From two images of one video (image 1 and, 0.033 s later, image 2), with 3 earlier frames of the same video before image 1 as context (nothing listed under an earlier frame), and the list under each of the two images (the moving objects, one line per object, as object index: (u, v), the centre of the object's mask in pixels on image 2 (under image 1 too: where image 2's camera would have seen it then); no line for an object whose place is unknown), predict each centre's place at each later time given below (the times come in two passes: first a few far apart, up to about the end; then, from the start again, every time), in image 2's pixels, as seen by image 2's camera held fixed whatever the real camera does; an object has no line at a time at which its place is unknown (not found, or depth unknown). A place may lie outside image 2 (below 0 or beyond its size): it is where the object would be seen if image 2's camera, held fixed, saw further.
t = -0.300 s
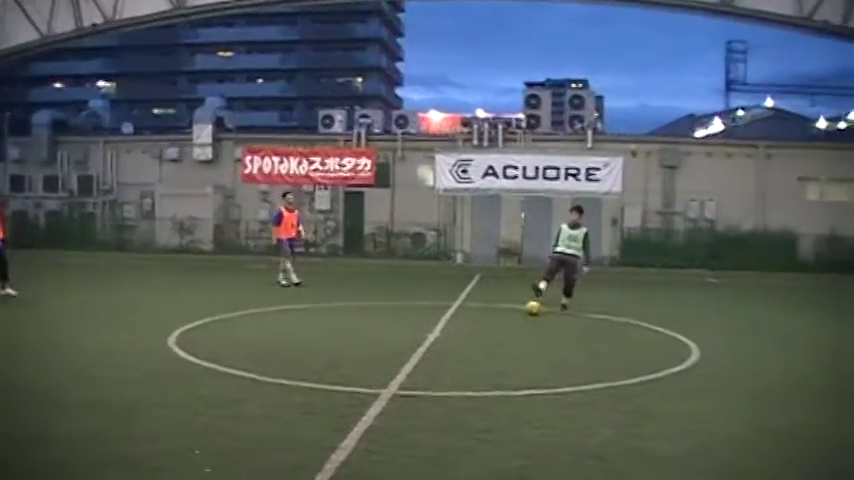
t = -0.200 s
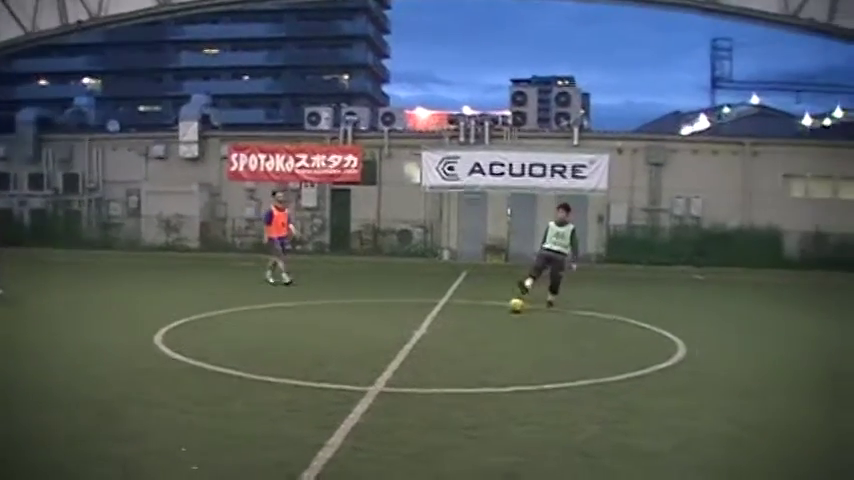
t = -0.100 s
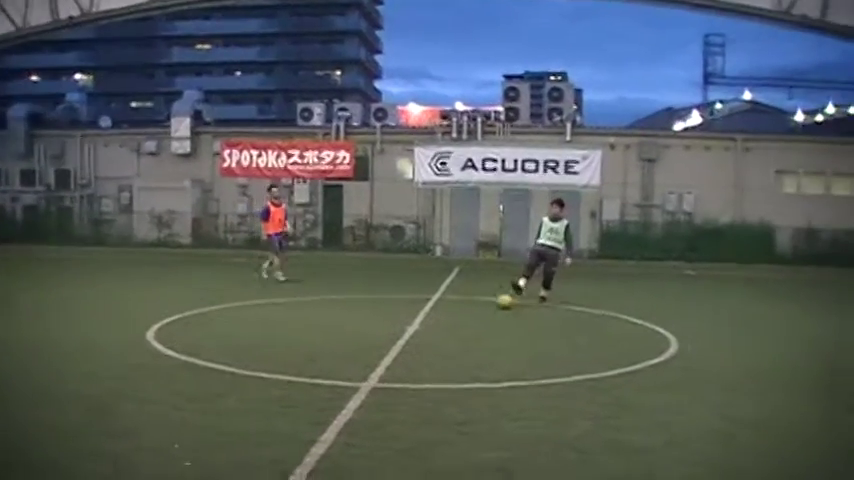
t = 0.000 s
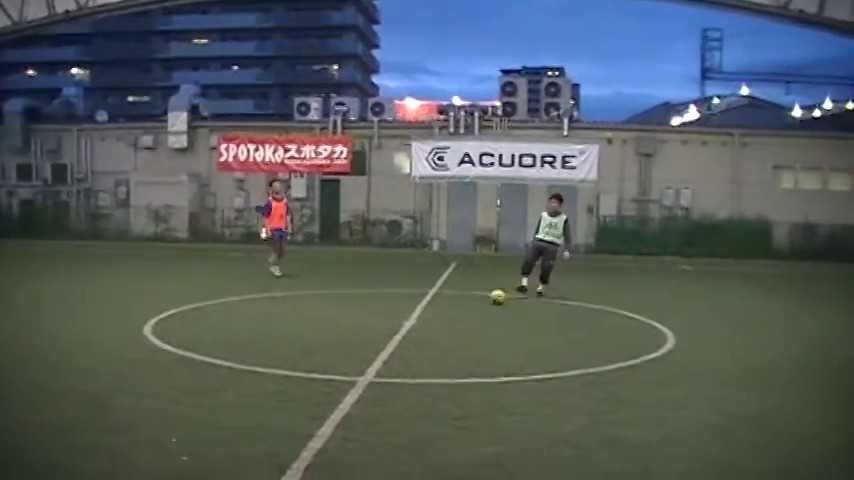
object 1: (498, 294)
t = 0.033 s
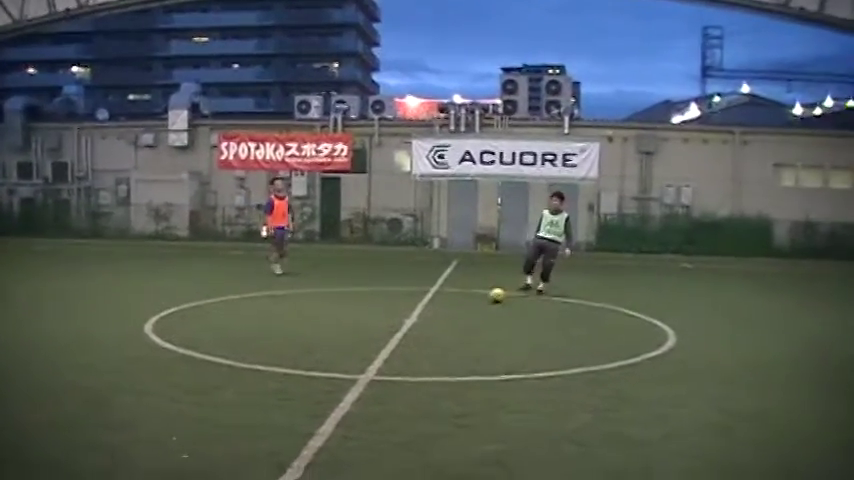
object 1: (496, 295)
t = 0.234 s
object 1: (490, 296)
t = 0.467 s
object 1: (484, 297)
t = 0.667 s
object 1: (478, 299)
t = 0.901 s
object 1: (471, 299)
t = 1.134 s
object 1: (466, 301)
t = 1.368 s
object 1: (462, 302)
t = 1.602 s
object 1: (459, 303)
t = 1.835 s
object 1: (456, 304)
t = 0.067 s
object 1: (495, 295)
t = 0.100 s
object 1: (494, 295)
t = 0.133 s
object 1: (493, 295)
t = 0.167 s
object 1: (492, 295)
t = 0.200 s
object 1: (492, 295)
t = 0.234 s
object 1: (490, 296)
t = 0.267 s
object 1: (490, 296)
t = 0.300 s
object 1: (489, 296)
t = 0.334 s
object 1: (488, 296)
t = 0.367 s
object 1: (487, 297)
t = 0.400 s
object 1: (485, 297)
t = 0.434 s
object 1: (485, 297)
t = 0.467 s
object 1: (484, 297)
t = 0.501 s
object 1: (482, 297)
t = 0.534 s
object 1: (481, 298)
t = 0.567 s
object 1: (481, 298)
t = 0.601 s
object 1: (480, 298)
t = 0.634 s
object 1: (479, 298)
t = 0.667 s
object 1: (478, 299)
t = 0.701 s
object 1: (478, 299)
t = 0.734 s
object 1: (476, 299)
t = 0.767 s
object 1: (475, 299)
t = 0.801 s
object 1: (474, 300)
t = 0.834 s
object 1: (473, 299)
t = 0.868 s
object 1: (472, 299)
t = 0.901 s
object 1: (471, 299)
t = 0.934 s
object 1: (471, 300)
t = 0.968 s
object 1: (470, 300)
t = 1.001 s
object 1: (470, 300)
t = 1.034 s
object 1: (469, 300)
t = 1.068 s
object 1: (467, 300)
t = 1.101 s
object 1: (467, 301)
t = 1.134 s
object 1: (466, 301)
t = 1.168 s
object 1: (466, 301)
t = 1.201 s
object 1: (465, 301)
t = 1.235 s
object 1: (464, 301)
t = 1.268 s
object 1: (464, 301)
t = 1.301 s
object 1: (463, 301)
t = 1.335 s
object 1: (462, 301)
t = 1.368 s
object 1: (462, 302)
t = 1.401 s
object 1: (462, 301)
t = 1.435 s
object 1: (461, 302)
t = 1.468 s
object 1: (461, 302)
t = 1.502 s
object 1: (461, 302)
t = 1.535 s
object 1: (460, 302)
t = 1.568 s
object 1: (459, 303)
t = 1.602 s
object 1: (459, 303)
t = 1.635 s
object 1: (458, 304)
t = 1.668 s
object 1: (458, 304)
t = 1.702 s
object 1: (458, 304)
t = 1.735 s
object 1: (457, 304)
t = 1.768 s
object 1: (457, 304)
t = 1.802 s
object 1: (456, 304)
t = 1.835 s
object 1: (456, 304)
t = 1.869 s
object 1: (455, 304)
